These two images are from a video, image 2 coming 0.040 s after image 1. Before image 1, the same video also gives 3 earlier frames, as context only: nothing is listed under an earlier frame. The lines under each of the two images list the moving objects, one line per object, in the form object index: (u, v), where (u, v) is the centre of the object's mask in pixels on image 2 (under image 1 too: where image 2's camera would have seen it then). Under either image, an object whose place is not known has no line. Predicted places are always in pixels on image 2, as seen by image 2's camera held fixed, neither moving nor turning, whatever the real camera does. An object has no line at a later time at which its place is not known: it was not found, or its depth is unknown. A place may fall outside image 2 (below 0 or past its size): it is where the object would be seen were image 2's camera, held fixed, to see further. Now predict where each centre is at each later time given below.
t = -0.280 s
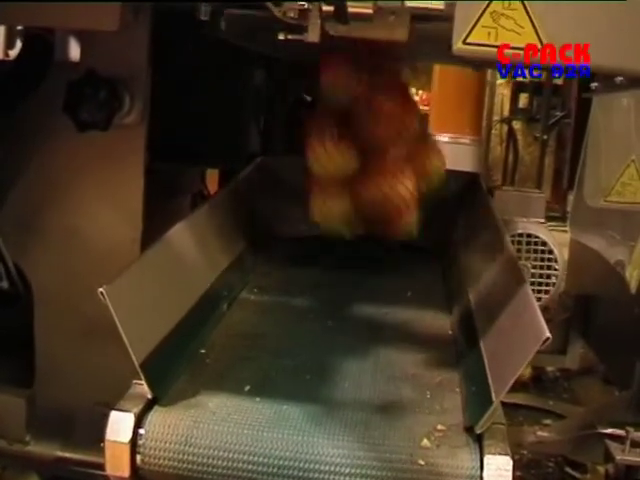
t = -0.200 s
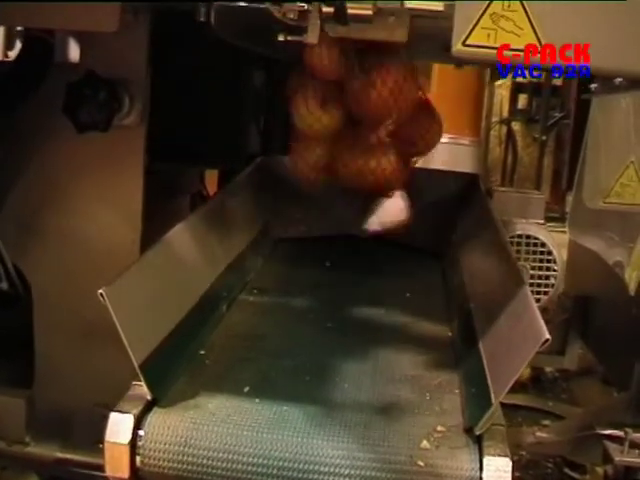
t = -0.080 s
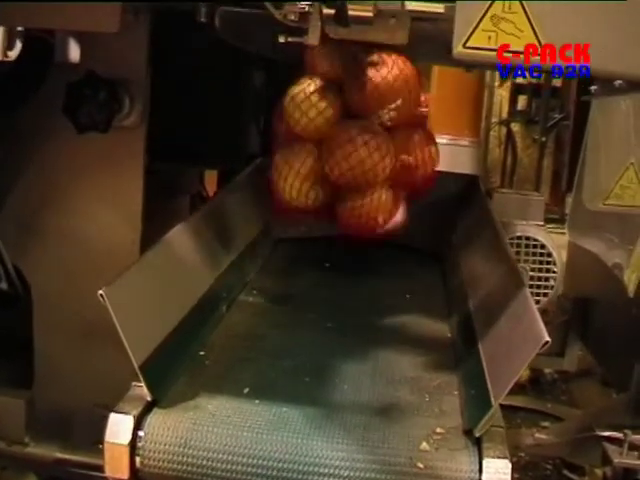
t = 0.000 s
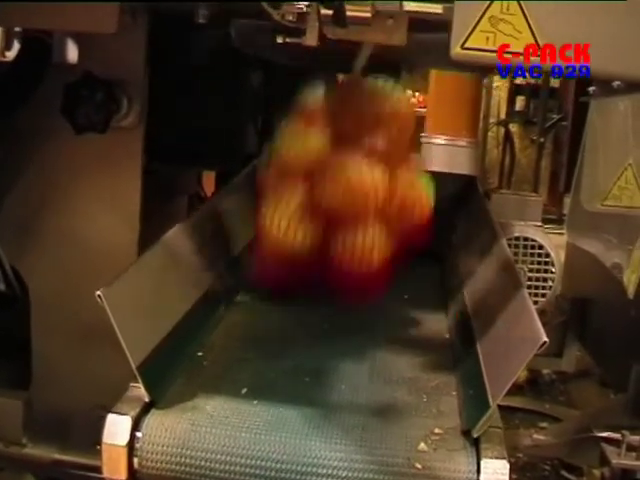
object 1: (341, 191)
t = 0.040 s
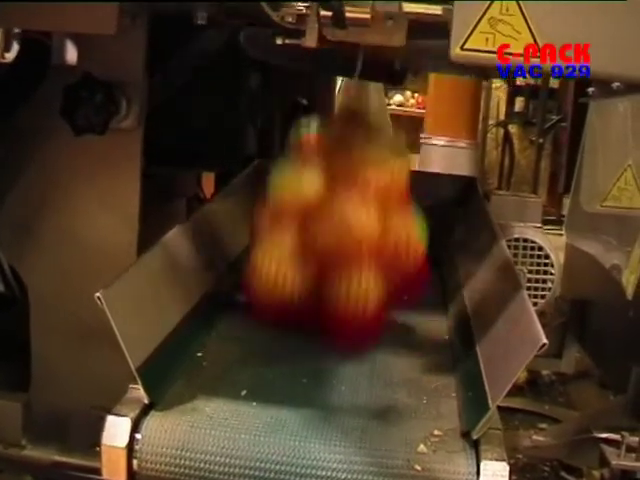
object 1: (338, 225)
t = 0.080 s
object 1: (335, 253)
